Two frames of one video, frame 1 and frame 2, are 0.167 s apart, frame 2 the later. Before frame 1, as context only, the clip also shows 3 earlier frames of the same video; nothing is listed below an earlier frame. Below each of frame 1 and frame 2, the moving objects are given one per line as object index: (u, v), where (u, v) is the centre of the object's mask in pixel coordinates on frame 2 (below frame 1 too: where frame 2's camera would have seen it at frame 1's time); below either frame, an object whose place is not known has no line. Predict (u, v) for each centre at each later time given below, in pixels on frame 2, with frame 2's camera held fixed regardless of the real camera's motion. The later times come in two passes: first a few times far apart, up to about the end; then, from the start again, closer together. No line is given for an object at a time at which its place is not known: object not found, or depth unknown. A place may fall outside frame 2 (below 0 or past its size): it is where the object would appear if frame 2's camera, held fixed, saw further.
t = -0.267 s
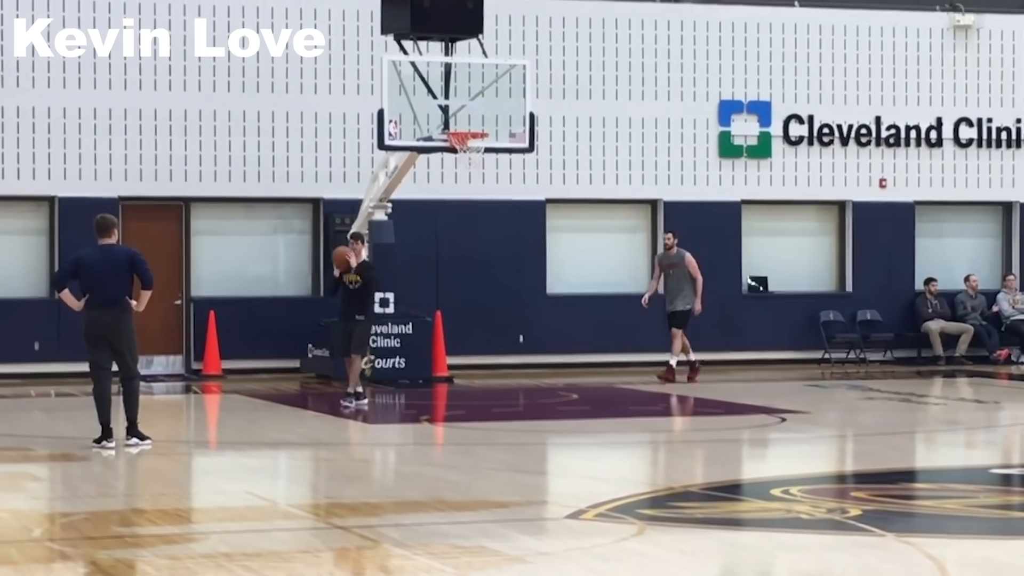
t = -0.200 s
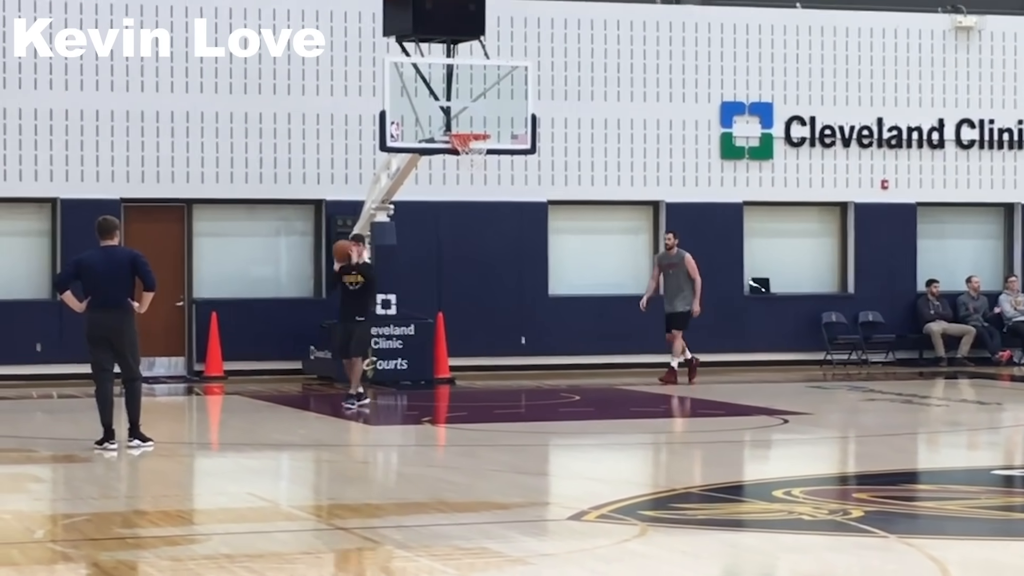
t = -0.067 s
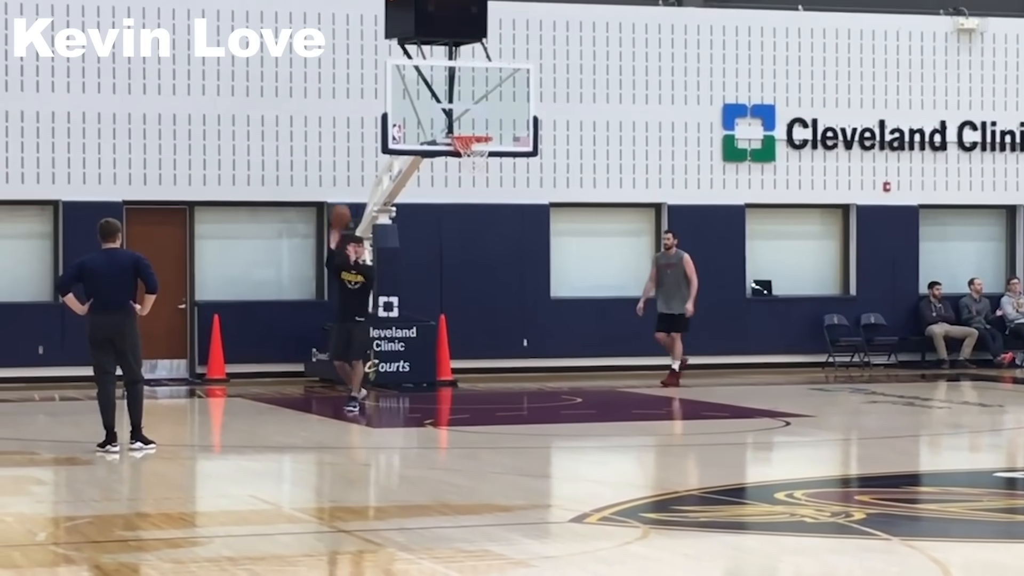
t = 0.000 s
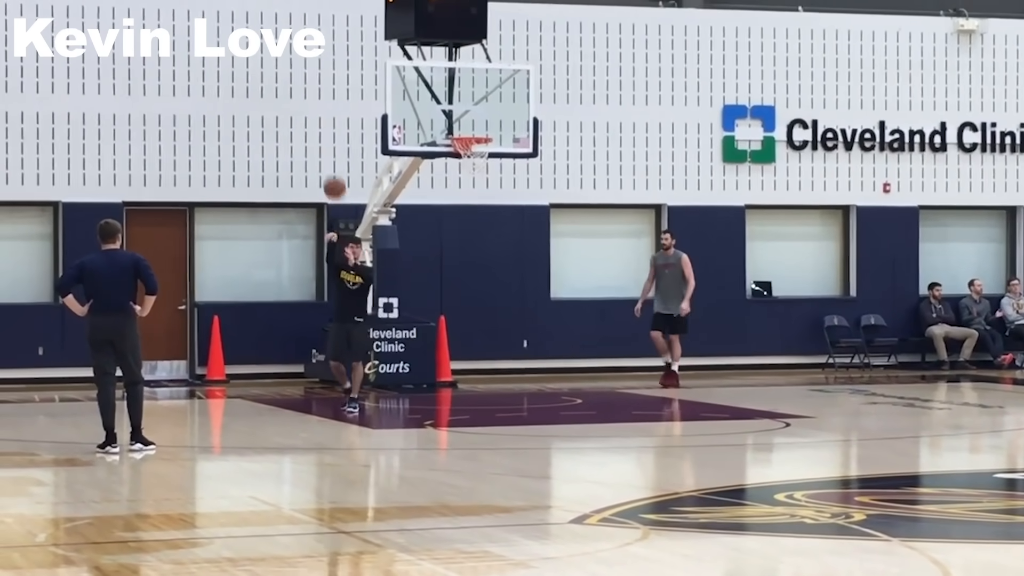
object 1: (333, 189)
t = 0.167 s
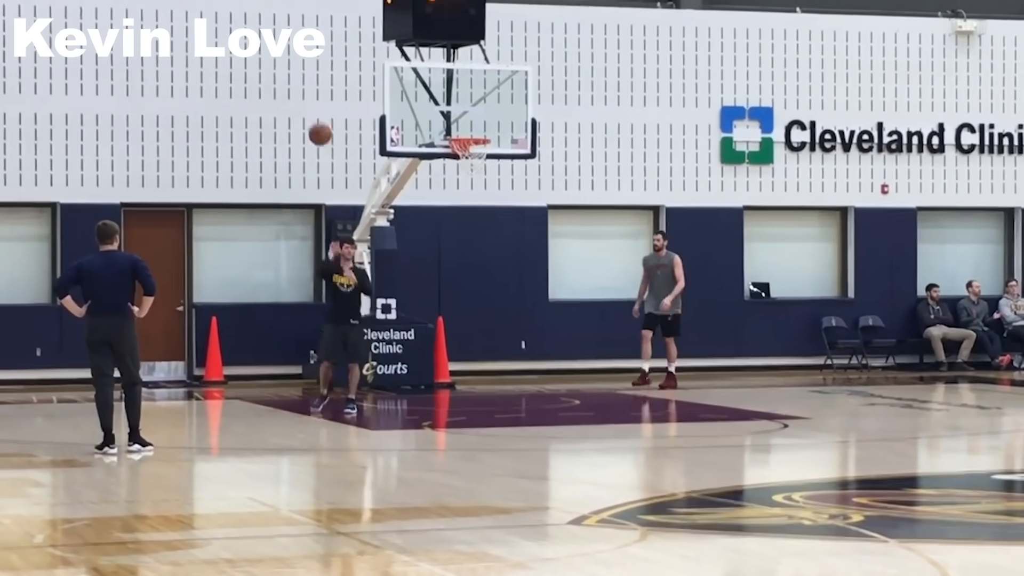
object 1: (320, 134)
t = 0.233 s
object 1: (314, 118)
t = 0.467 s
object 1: (297, 96)
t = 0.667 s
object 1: (282, 118)
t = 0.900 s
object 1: (262, 197)
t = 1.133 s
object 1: (242, 336)
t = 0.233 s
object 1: (314, 118)
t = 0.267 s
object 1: (312, 112)
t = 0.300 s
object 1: (309, 107)
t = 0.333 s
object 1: (307, 103)
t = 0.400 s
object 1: (302, 97)
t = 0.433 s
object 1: (300, 96)
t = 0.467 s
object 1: (297, 96)
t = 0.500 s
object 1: (294, 97)
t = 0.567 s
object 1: (290, 102)
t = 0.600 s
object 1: (287, 107)
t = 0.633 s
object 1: (285, 112)
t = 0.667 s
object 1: (282, 118)
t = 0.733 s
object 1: (276, 135)
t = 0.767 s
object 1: (273, 145)
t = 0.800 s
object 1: (271, 156)
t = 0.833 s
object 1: (268, 168)
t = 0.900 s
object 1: (262, 197)
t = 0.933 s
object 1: (259, 214)
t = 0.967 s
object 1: (256, 231)
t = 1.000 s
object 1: (253, 250)
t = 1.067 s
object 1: (247, 291)
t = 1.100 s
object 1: (244, 316)
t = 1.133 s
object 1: (242, 336)
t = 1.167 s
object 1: (239, 358)
